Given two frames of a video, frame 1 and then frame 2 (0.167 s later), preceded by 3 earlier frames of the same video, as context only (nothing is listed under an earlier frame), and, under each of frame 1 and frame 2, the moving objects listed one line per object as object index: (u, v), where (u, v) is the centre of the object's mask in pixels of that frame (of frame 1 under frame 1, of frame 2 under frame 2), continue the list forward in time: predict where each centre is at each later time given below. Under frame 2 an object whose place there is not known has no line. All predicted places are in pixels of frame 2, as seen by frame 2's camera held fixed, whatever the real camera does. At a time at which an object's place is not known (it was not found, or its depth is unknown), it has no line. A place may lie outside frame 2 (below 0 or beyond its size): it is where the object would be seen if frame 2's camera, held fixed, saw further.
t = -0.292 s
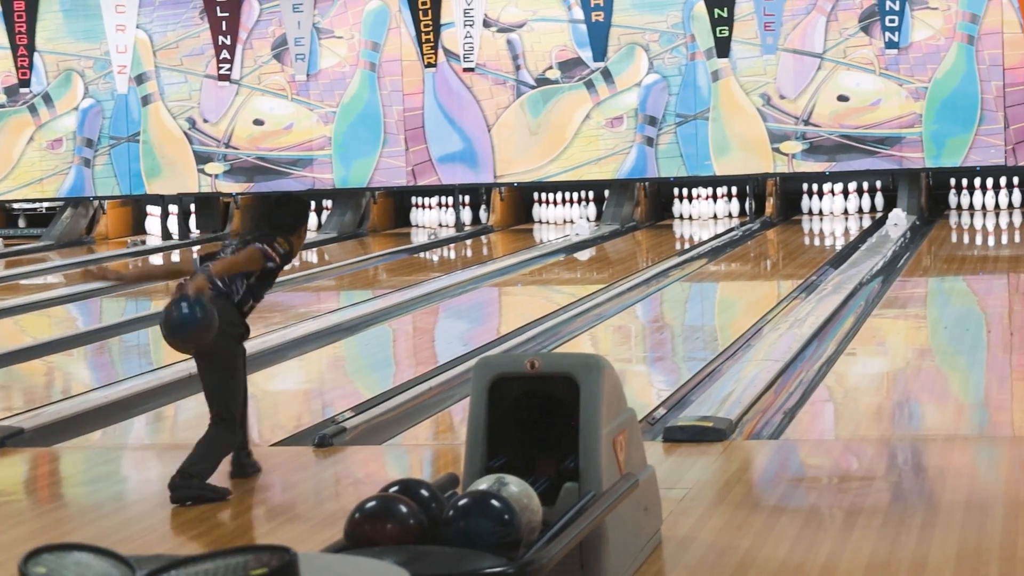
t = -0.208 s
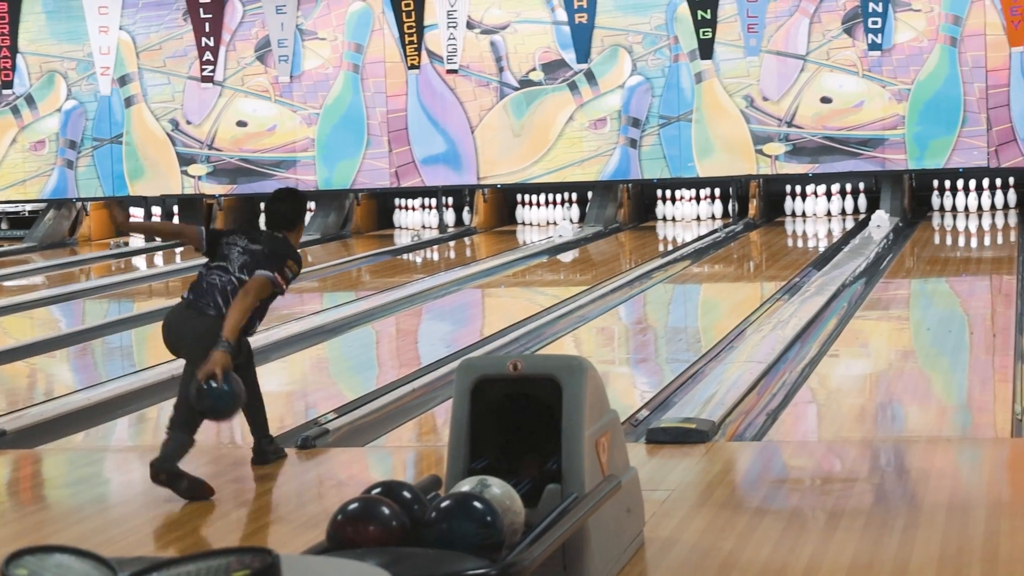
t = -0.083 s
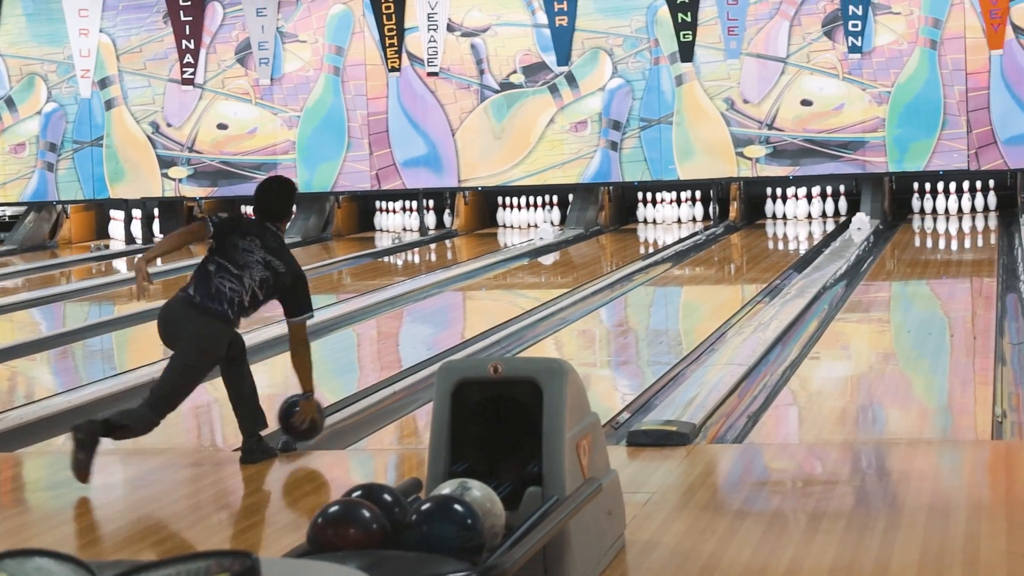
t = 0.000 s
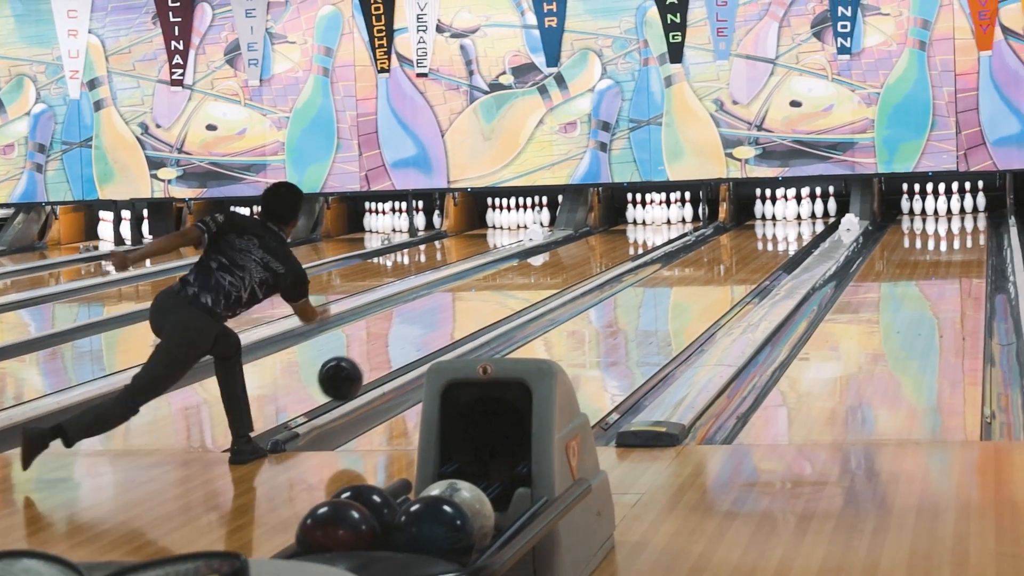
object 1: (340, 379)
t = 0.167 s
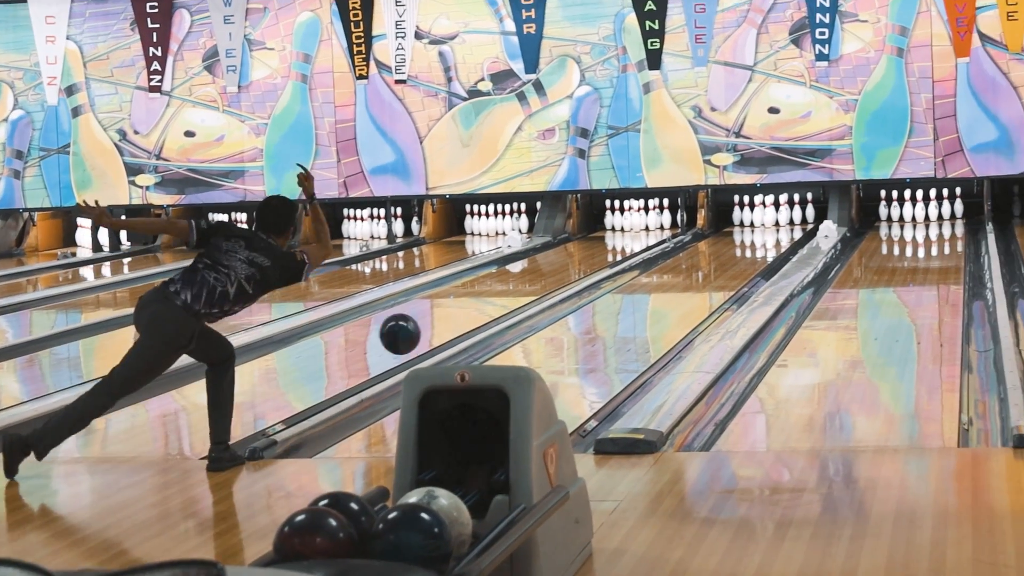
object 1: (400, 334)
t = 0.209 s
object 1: (416, 330)
